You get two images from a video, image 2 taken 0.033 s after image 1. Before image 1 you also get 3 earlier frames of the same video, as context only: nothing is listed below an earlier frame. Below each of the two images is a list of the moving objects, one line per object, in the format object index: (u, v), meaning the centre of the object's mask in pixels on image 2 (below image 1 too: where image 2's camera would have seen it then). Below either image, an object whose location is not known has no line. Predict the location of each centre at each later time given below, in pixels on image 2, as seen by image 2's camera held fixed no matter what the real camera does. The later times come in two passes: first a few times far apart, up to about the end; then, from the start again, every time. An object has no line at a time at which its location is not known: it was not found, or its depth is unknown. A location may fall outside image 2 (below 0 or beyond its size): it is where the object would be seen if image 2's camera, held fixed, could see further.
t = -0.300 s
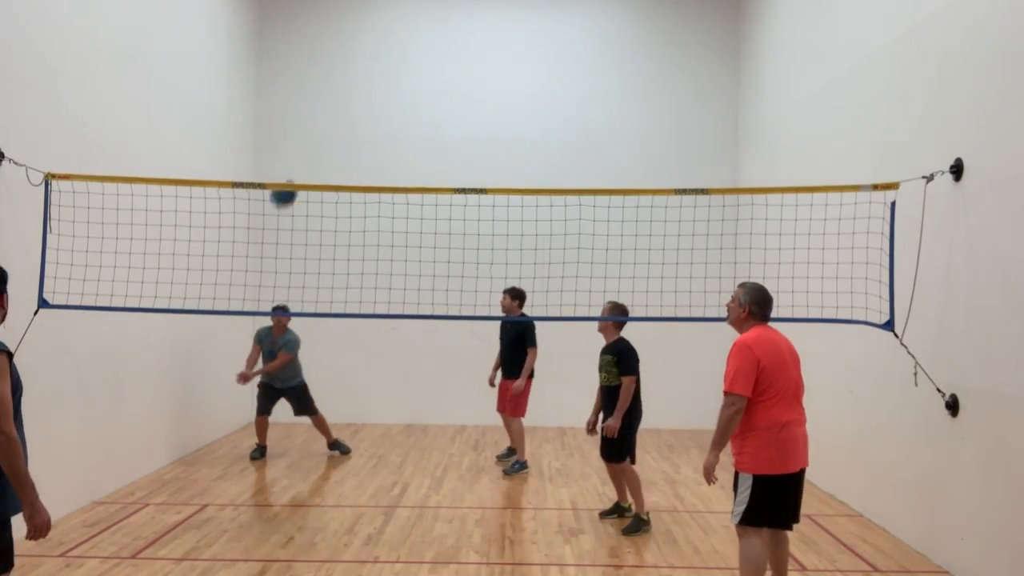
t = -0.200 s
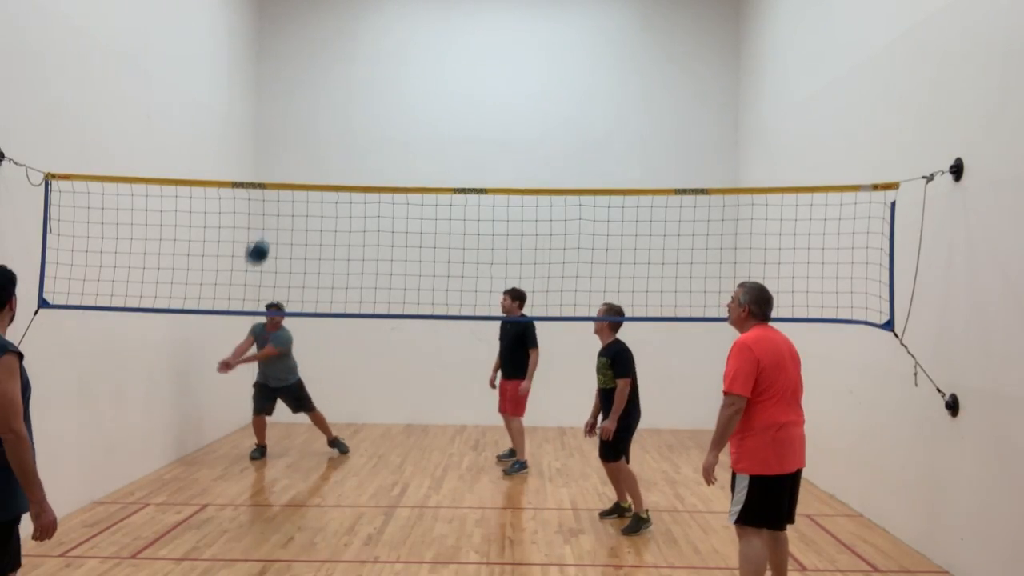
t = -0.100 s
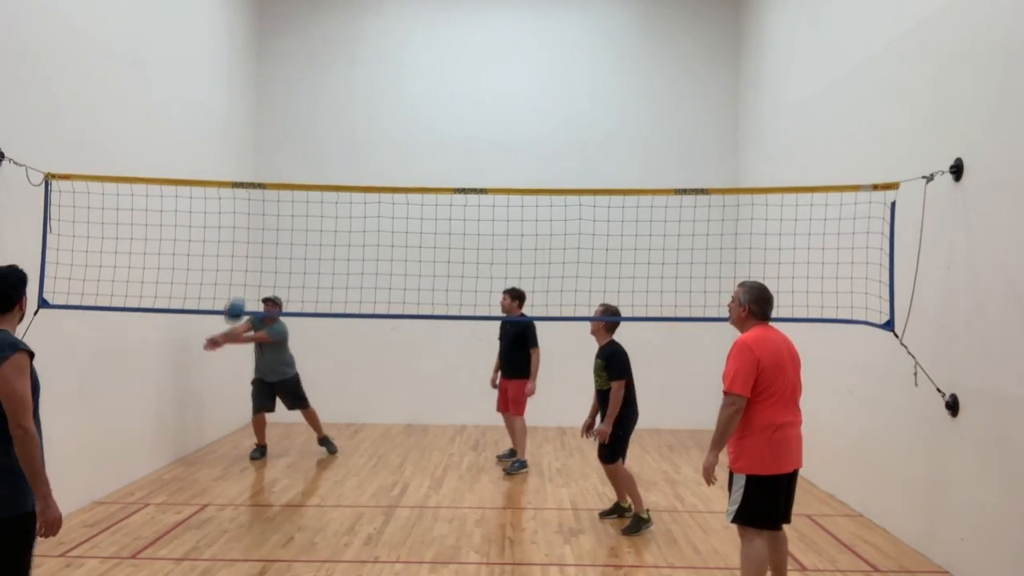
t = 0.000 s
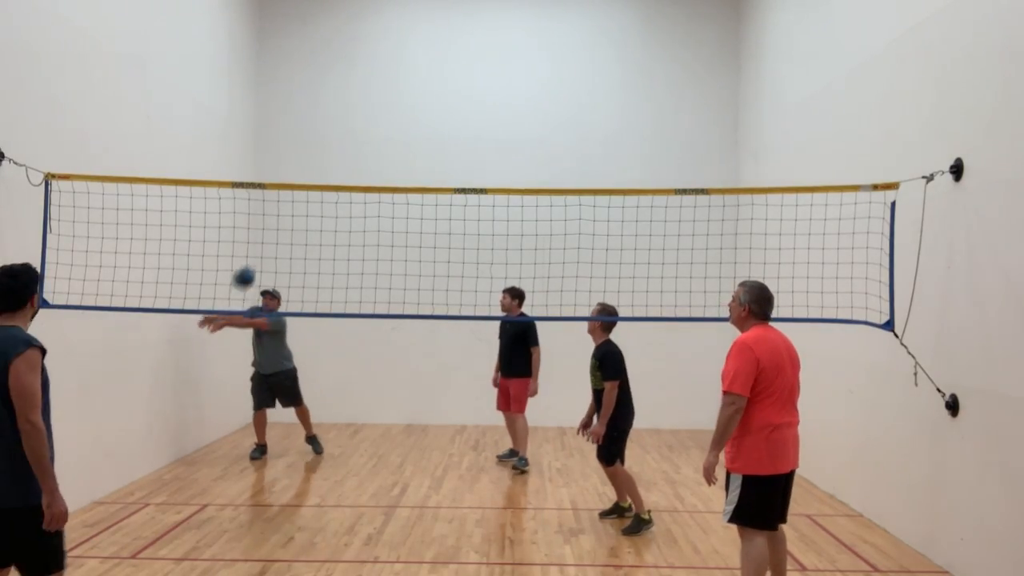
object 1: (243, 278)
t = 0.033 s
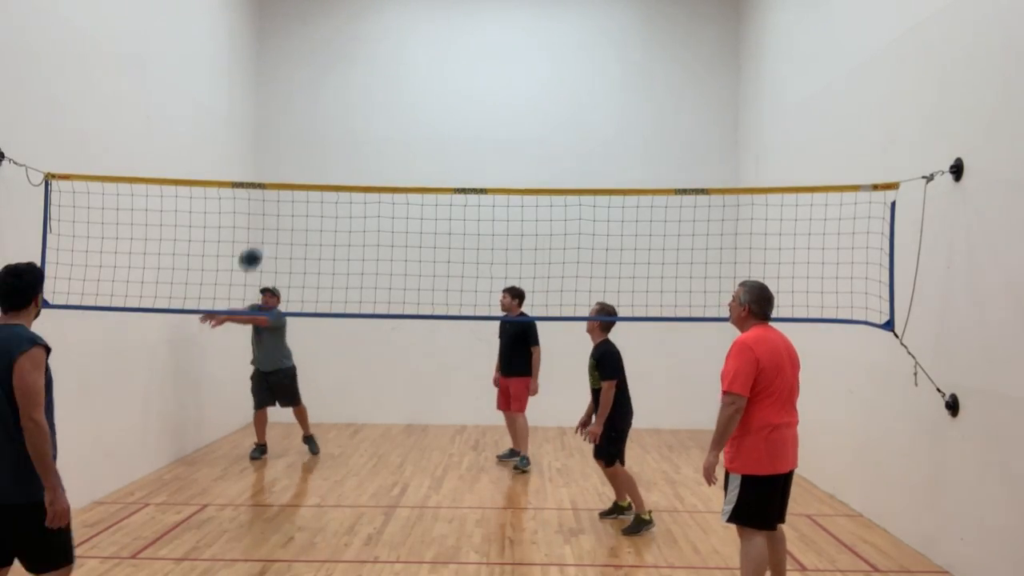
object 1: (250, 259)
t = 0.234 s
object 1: (288, 164)
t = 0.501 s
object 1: (343, 99)
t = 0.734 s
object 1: (395, 106)
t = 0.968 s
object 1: (451, 183)
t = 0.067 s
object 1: (256, 240)
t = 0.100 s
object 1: (263, 223)
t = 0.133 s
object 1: (269, 206)
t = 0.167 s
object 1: (275, 196)
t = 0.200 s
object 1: (282, 174)
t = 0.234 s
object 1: (288, 164)
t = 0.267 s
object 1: (295, 152)
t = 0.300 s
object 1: (301, 141)
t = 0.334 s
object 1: (308, 131)
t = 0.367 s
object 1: (314, 122)
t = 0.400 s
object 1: (322, 114)
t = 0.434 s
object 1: (328, 108)
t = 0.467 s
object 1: (336, 103)
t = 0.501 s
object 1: (343, 99)
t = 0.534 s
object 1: (350, 96)
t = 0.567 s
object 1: (357, 95)
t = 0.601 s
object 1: (364, 94)
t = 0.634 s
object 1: (372, 95)
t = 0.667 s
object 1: (379, 98)
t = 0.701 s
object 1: (387, 101)
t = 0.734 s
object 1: (395, 106)
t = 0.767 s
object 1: (402, 113)
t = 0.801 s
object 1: (410, 121)
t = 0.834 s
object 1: (418, 131)
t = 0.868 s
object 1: (426, 142)
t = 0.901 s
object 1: (434, 154)
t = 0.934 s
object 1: (442, 169)
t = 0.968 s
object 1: (451, 183)
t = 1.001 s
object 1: (459, 205)
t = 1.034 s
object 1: (467, 222)
